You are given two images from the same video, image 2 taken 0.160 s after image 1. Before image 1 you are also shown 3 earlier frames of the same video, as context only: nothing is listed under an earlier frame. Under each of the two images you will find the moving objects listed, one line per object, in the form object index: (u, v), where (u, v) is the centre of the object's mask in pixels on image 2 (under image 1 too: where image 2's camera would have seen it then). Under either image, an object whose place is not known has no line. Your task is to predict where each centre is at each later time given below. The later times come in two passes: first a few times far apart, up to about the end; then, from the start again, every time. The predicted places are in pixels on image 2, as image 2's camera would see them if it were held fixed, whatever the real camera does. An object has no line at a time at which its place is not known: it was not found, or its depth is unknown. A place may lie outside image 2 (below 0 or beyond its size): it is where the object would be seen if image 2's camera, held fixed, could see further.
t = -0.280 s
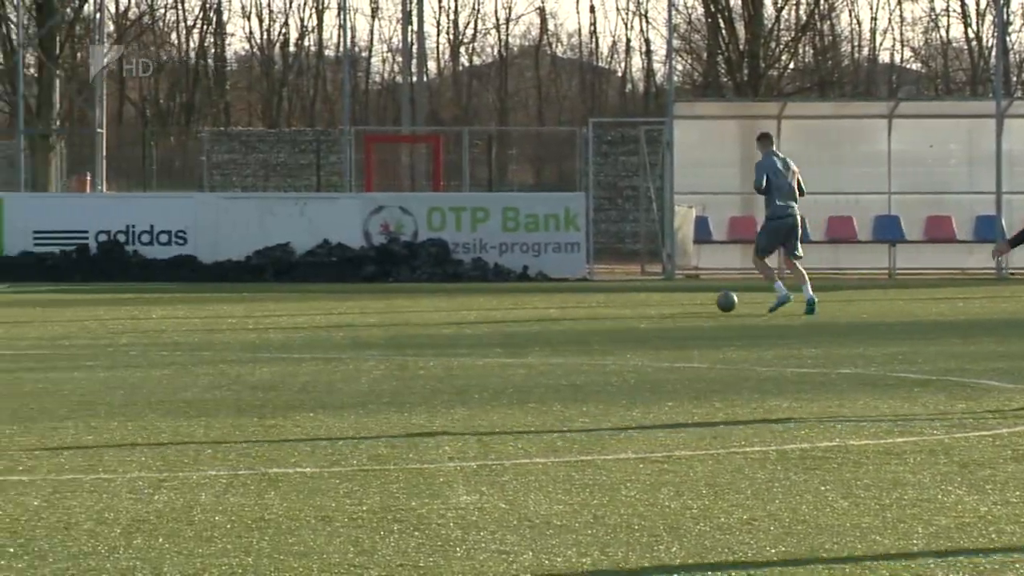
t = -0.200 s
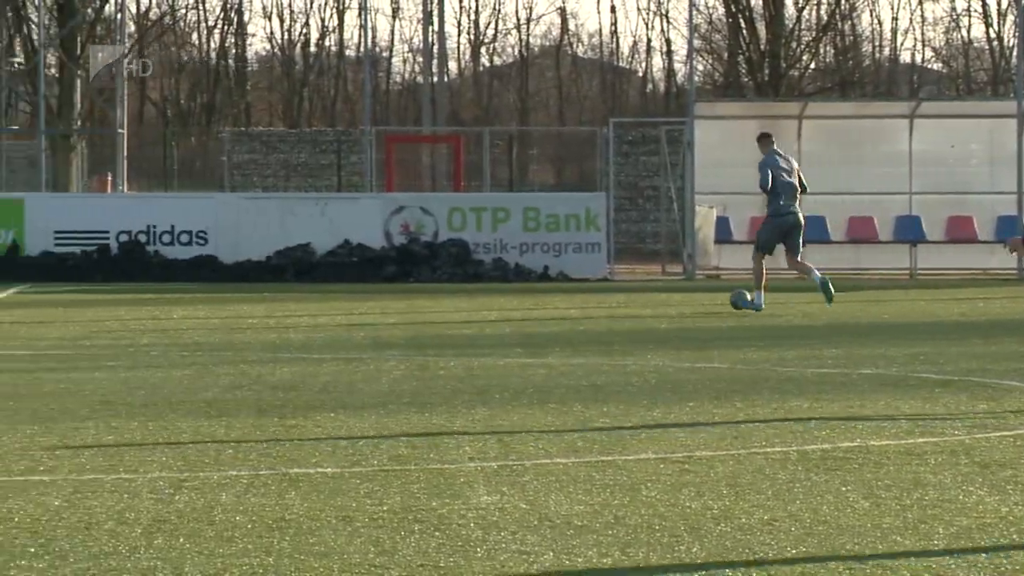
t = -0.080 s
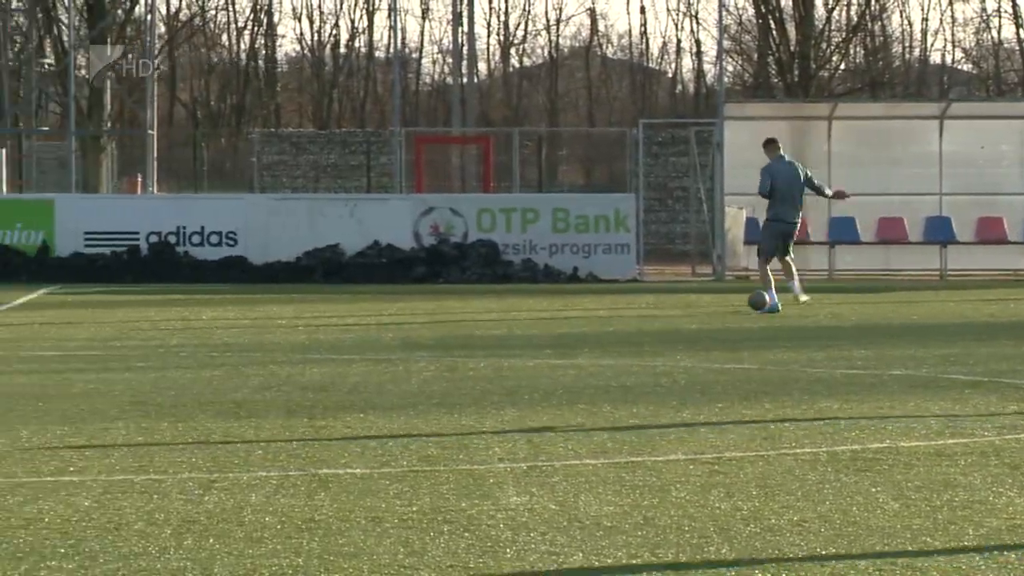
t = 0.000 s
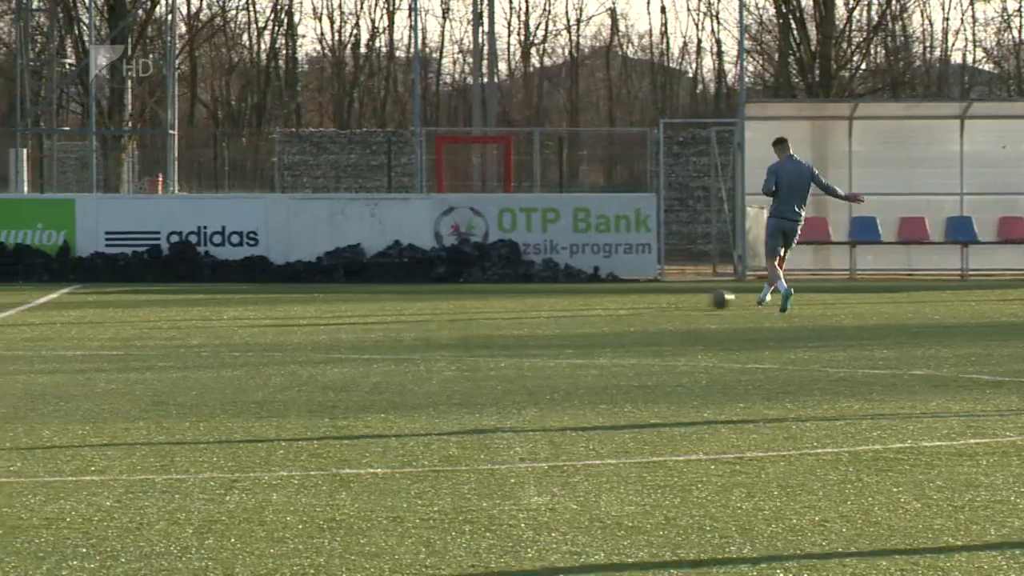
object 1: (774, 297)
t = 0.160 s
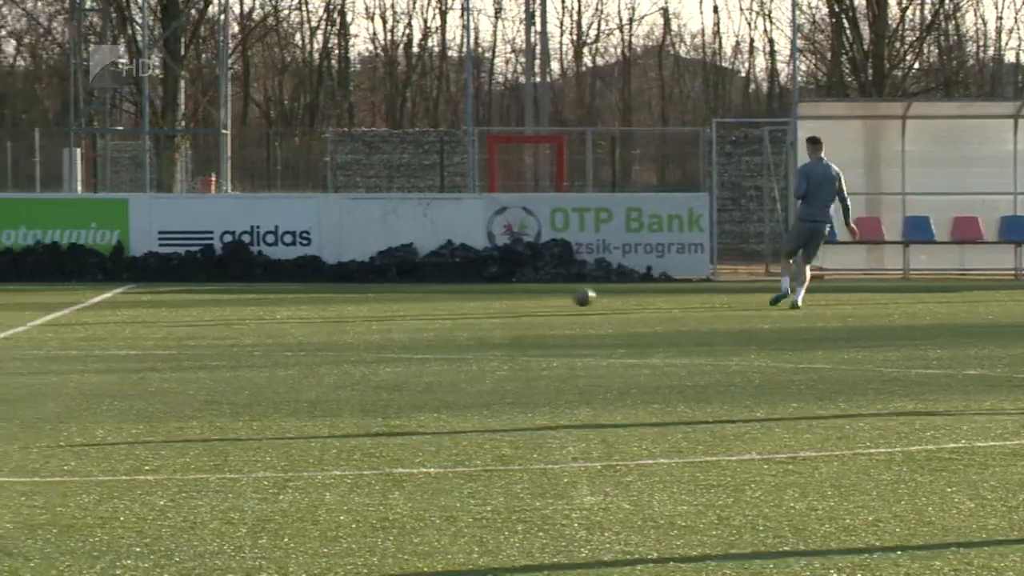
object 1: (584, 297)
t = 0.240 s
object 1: (502, 292)
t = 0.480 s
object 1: (278, 290)
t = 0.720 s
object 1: (95, 289)
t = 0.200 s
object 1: (542, 294)
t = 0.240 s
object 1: (502, 292)
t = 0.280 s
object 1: (461, 293)
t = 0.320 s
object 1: (421, 294)
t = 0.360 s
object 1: (384, 293)
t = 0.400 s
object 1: (348, 290)
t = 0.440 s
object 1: (313, 289)
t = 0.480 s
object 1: (278, 290)
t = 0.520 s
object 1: (244, 293)
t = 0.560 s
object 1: (214, 290)
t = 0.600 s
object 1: (183, 287)
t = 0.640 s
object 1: (153, 286)
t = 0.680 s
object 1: (124, 287)
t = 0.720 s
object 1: (95, 289)
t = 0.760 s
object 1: (69, 286)
